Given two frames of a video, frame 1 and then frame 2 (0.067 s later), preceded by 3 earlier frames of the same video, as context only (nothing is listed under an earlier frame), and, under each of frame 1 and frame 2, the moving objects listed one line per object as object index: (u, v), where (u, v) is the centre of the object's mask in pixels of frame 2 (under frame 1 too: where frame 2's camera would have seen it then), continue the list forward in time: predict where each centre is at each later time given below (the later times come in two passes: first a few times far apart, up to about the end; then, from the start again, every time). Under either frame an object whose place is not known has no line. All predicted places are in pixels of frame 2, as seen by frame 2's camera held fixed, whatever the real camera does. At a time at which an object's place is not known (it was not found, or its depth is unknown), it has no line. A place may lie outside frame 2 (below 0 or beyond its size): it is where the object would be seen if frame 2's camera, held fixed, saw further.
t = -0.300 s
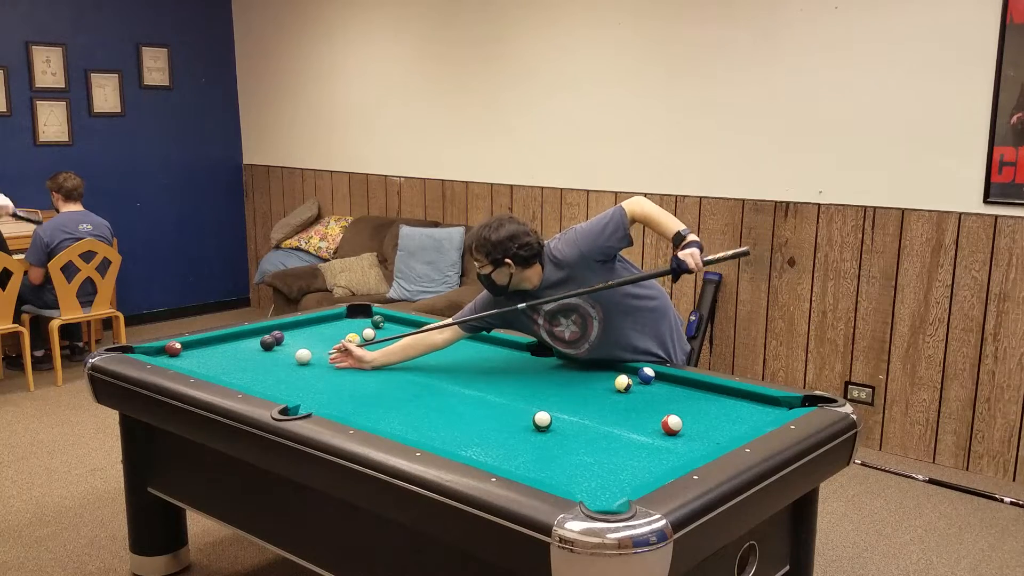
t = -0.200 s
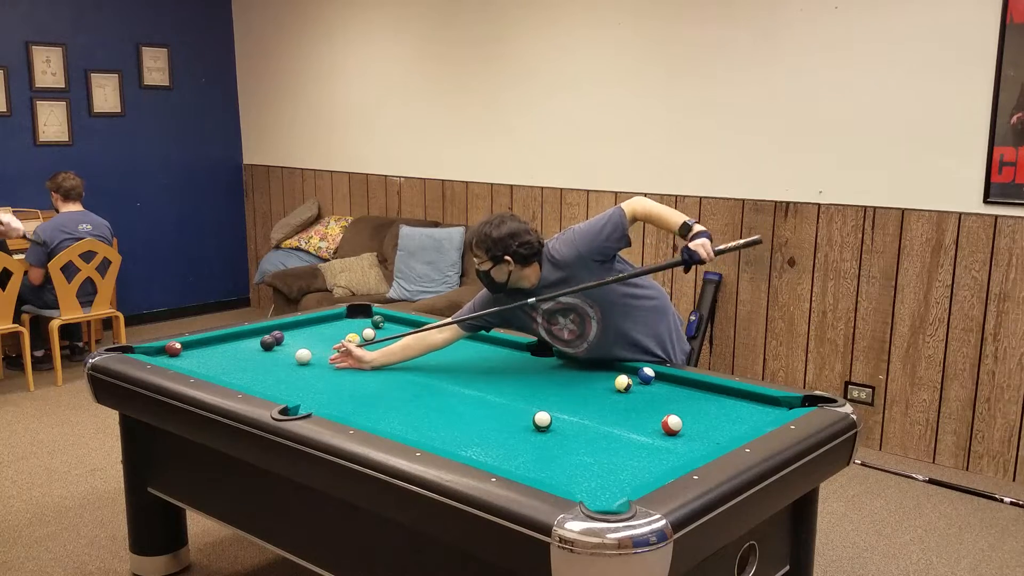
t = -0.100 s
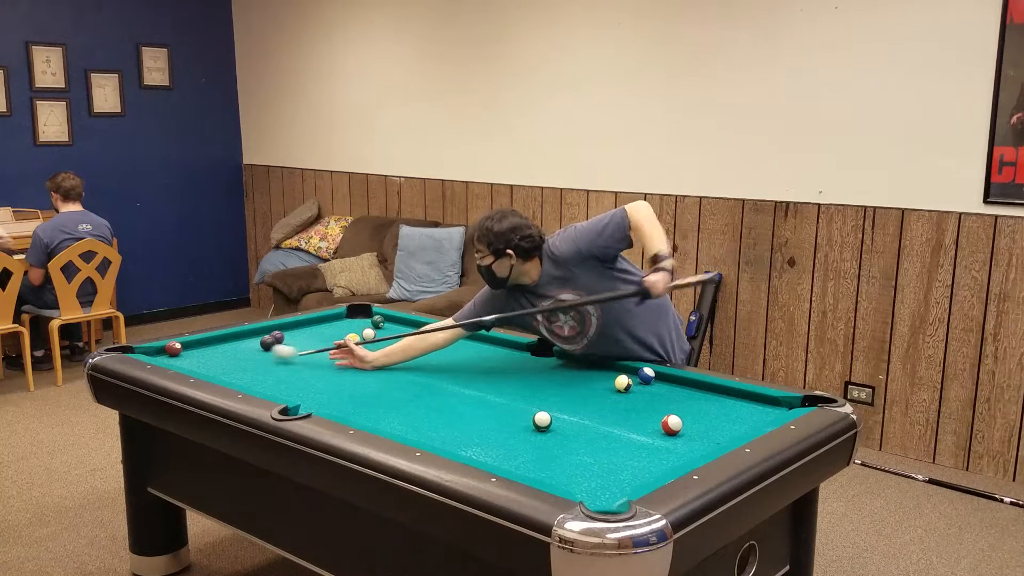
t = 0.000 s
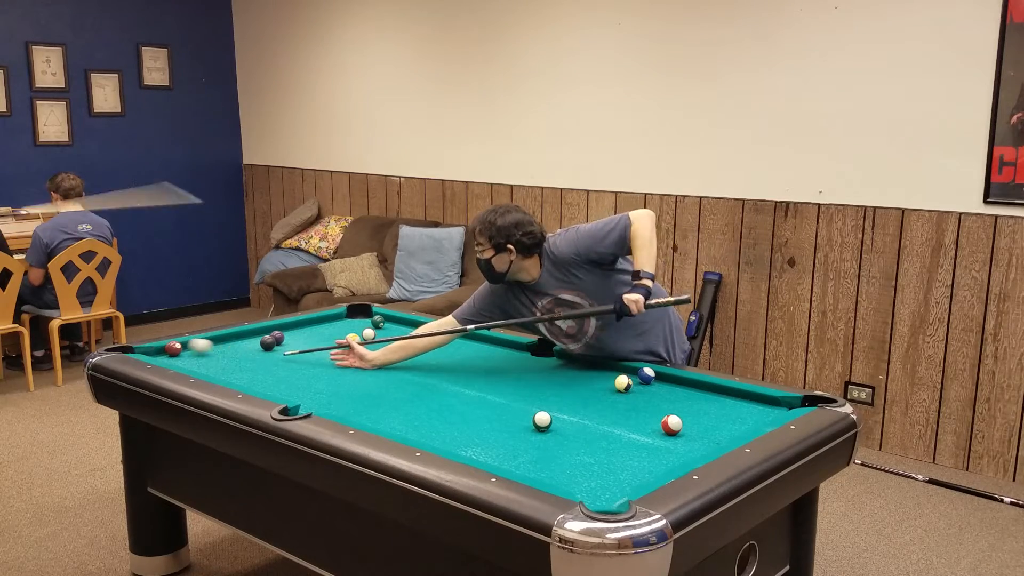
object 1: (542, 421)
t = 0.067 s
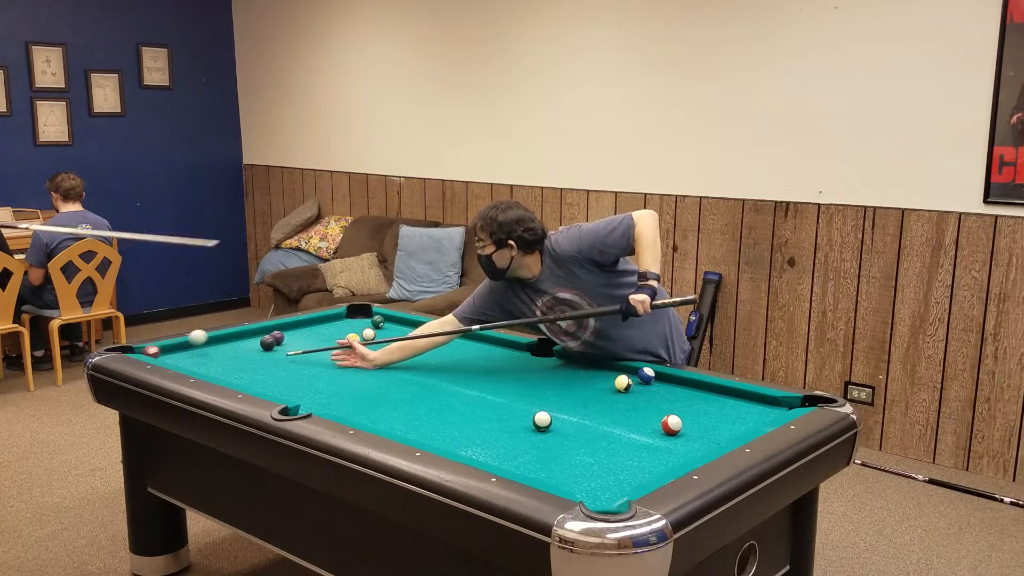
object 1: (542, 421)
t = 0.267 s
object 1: (542, 421)
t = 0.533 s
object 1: (542, 421)
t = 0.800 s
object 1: (542, 421)
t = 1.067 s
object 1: (542, 421)
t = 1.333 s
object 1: (560, 420)
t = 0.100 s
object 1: (542, 421)
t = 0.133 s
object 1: (542, 421)
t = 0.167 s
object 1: (542, 421)
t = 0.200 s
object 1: (542, 421)
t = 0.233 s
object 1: (542, 421)
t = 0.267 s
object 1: (542, 421)
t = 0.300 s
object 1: (542, 421)
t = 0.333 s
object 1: (542, 421)
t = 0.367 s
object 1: (542, 421)
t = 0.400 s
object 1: (542, 421)
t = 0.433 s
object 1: (542, 421)
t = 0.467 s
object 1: (542, 421)
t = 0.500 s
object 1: (542, 421)
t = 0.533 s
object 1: (542, 421)
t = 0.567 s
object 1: (542, 421)
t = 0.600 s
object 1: (542, 421)
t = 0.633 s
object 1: (542, 421)
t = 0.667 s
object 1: (542, 421)
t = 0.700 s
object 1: (542, 421)
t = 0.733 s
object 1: (542, 421)
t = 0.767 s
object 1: (542, 421)
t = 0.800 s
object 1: (542, 421)
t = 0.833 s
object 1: (542, 421)
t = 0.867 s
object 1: (542, 421)
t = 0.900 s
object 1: (542, 421)
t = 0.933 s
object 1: (542, 421)
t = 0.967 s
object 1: (542, 421)
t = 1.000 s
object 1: (542, 421)
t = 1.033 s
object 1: (542, 421)
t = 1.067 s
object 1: (542, 421)
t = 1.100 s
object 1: (542, 421)
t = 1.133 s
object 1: (542, 421)
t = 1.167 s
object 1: (542, 421)
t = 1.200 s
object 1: (542, 421)
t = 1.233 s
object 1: (542, 421)
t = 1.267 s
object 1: (548, 421)
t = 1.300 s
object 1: (554, 421)
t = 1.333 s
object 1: (560, 420)
